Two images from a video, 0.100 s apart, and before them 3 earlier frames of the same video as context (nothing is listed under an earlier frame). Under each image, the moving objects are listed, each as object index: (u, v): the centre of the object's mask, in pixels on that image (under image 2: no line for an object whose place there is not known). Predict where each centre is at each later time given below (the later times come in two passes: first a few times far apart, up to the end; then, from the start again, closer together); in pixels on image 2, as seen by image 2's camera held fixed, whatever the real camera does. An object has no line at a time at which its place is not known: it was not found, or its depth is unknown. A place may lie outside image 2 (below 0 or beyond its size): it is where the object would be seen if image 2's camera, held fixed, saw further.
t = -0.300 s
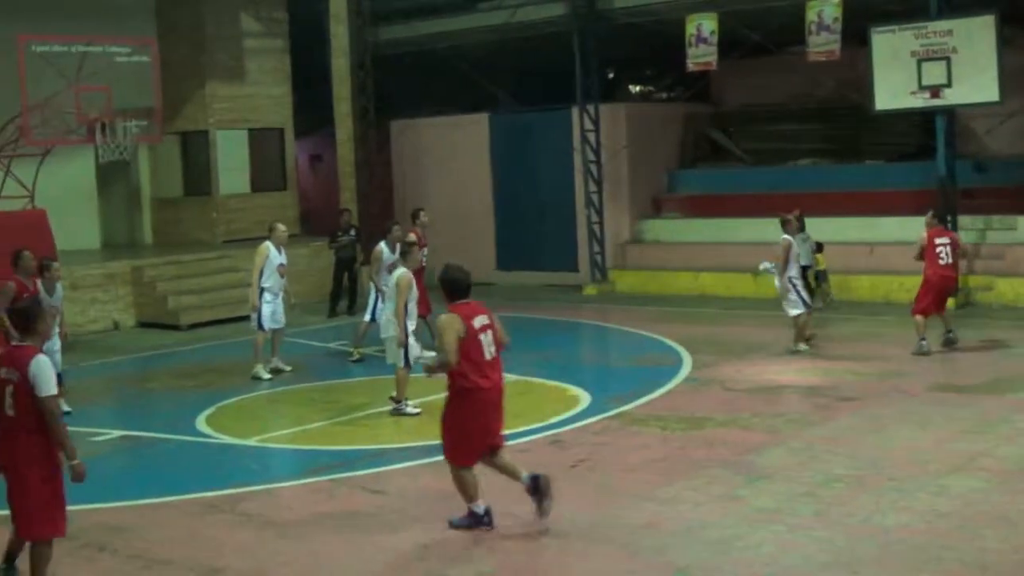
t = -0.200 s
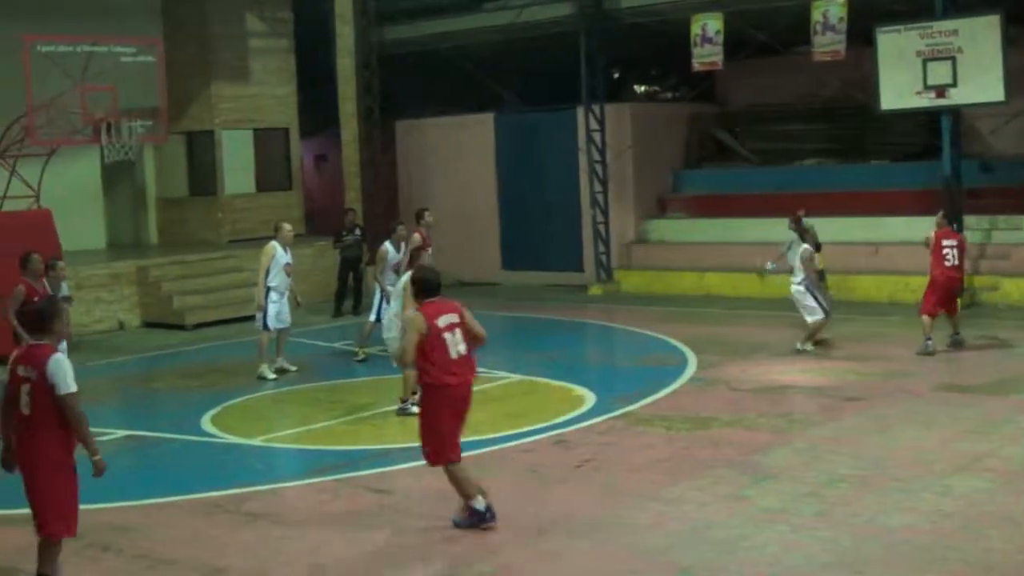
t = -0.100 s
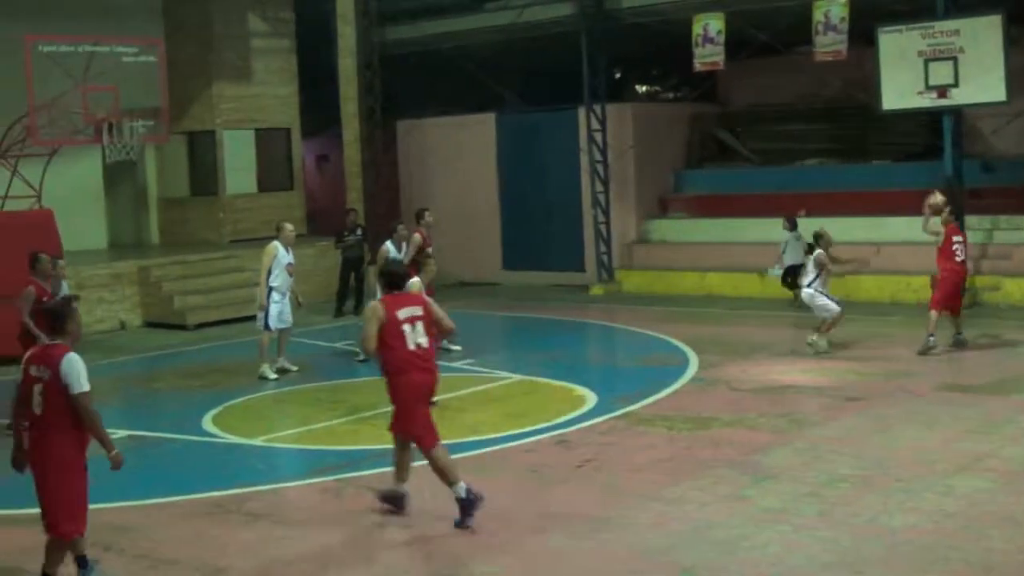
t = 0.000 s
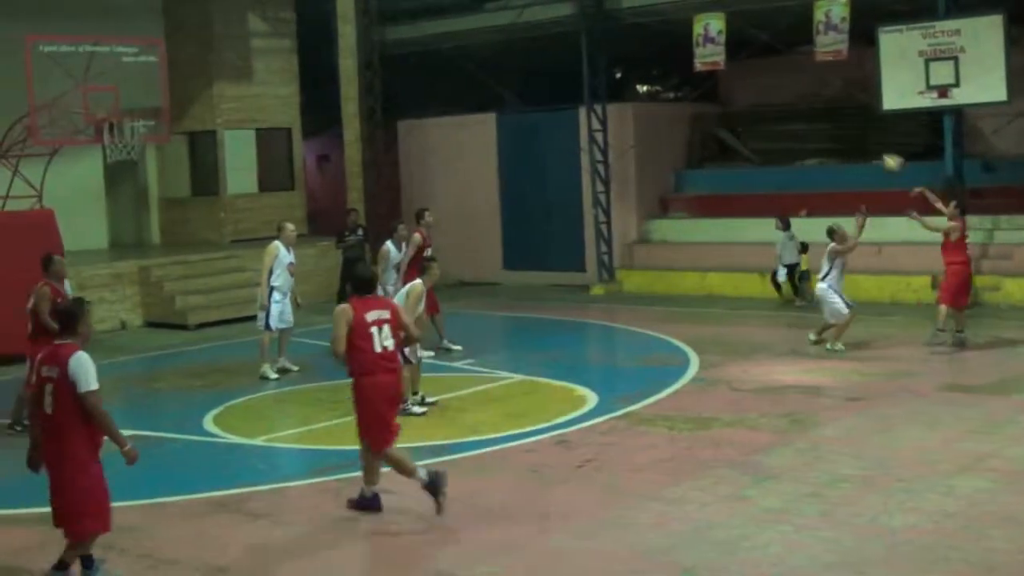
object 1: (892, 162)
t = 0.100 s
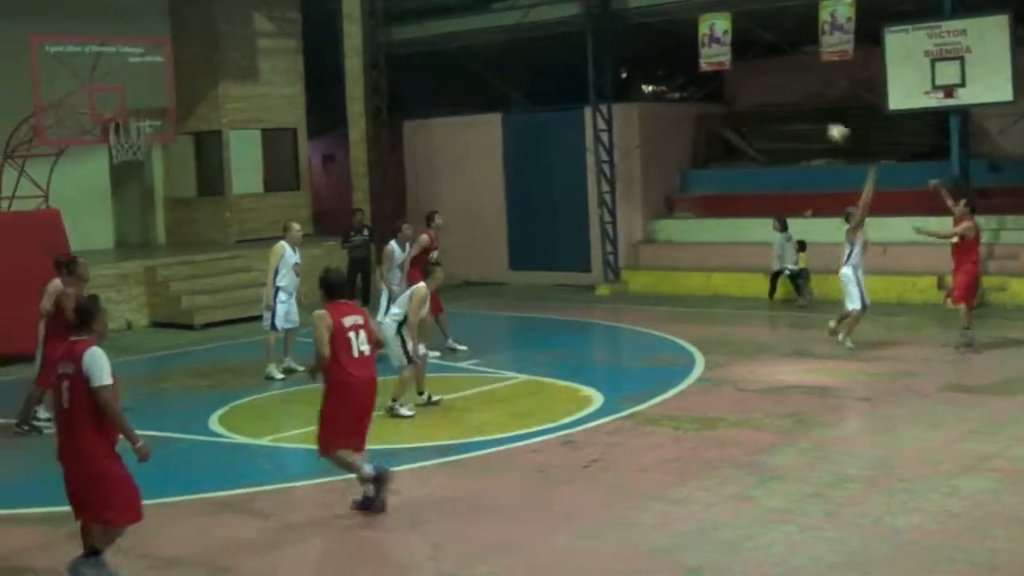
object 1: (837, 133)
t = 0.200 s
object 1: (779, 112)
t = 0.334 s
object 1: (706, 95)
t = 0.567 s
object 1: (588, 104)
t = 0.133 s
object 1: (817, 124)
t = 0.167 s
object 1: (799, 117)
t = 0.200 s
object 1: (779, 112)
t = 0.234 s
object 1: (761, 106)
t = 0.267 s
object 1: (742, 102)
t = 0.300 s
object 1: (724, 98)
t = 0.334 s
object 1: (706, 95)
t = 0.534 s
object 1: (603, 99)
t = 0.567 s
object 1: (588, 104)
